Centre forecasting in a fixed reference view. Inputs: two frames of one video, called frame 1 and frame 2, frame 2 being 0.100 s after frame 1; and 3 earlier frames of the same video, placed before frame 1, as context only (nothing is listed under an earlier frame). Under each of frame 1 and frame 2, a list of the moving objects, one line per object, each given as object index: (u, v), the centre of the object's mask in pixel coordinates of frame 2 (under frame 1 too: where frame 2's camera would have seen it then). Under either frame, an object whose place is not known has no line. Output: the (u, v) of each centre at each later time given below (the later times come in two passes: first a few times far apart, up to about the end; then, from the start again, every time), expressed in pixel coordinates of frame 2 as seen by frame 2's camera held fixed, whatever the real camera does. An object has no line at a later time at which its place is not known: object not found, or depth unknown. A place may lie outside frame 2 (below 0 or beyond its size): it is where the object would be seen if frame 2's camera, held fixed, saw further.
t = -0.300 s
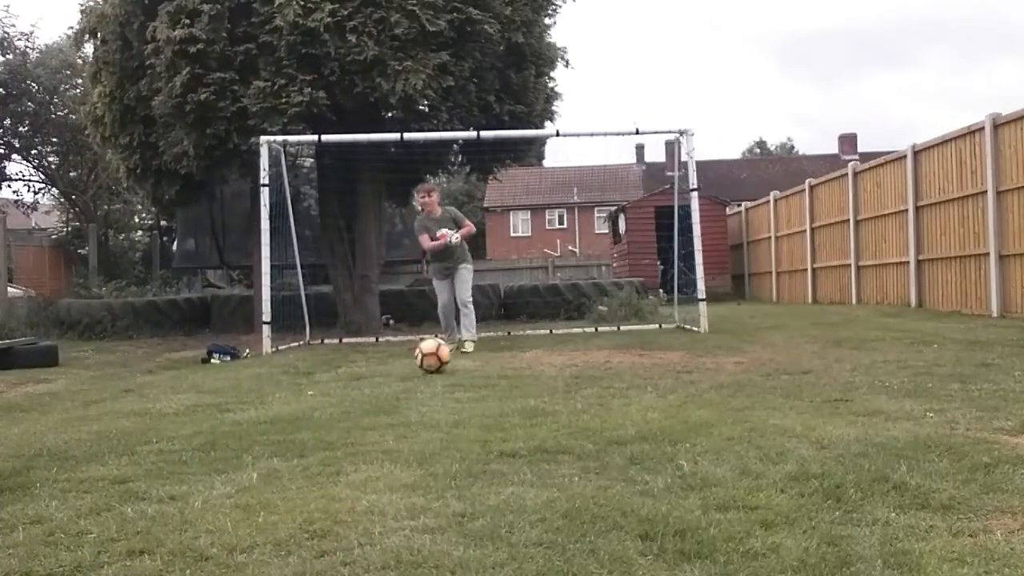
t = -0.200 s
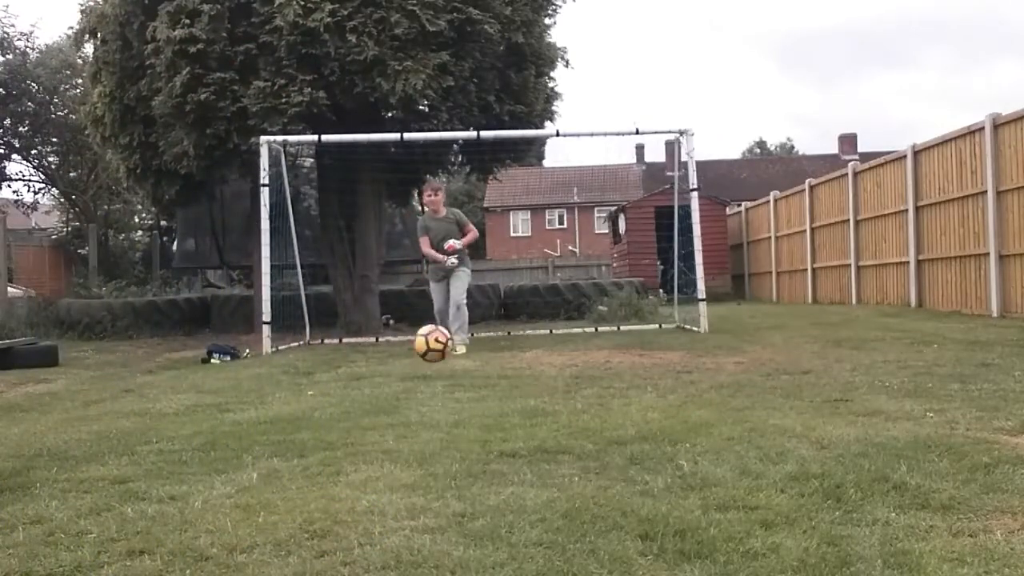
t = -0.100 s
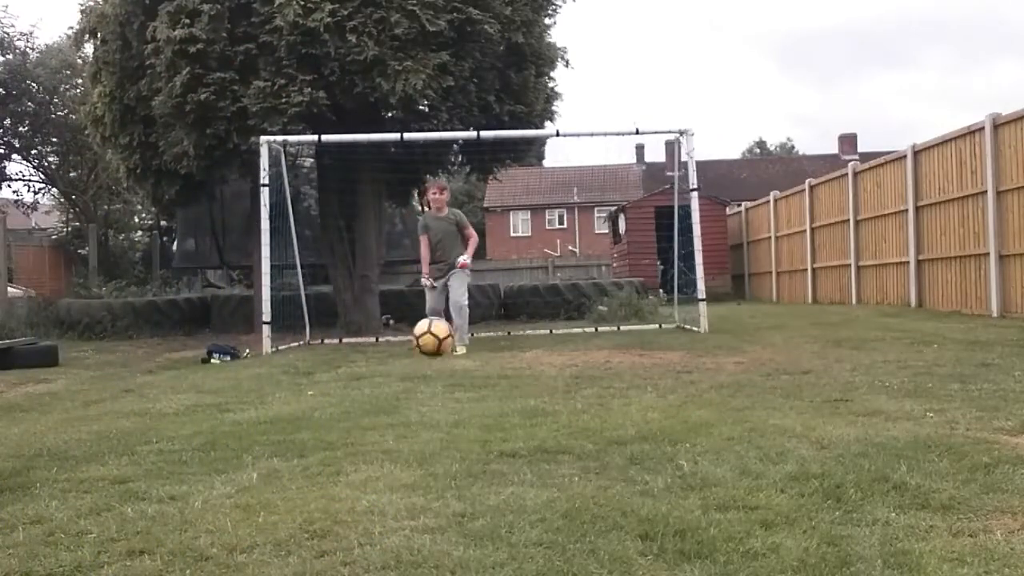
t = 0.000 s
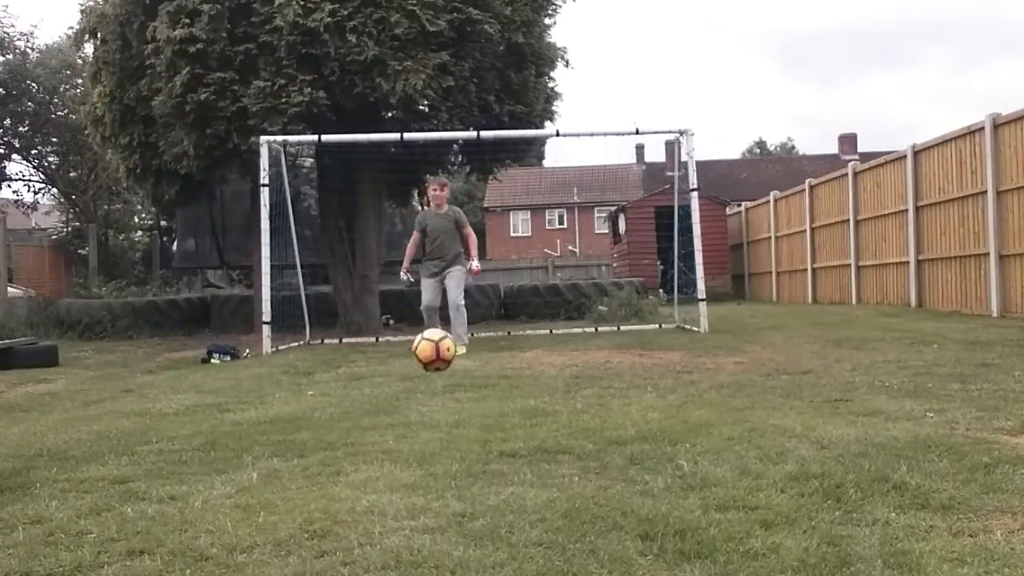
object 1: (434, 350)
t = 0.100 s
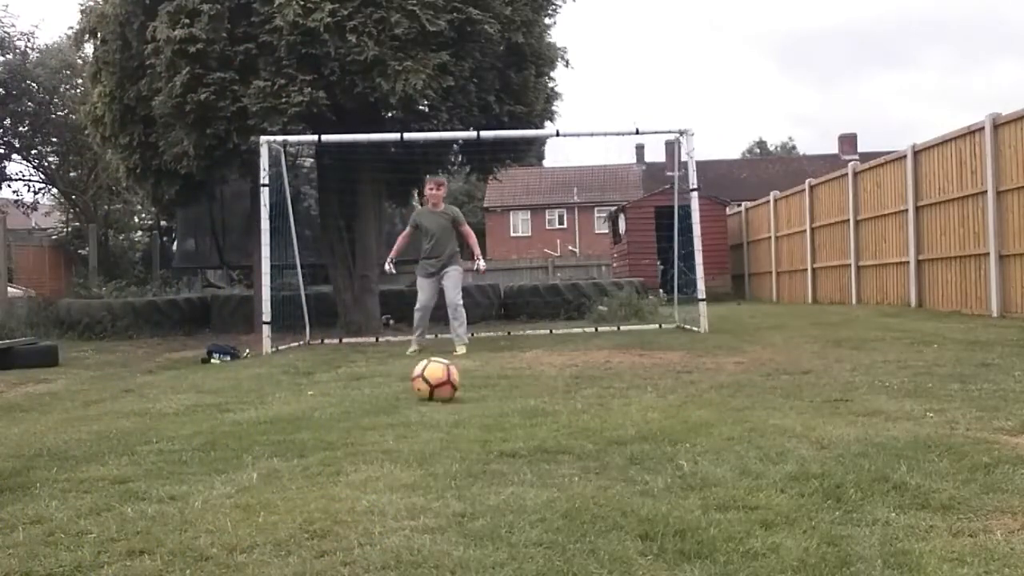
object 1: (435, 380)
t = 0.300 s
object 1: (425, 396)
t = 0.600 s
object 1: (399, 427)
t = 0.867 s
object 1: (349, 469)
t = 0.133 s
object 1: (434, 377)
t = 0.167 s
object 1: (432, 375)
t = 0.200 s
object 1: (430, 376)
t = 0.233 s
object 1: (428, 380)
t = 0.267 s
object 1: (426, 386)
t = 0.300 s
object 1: (425, 396)
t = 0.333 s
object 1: (422, 400)
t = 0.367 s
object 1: (420, 395)
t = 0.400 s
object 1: (417, 391)
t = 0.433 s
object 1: (415, 392)
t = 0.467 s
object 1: (412, 396)
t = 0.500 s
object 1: (409, 403)
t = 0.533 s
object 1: (407, 415)
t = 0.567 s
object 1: (402, 427)
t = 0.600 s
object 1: (399, 427)
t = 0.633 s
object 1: (394, 425)
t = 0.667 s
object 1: (390, 430)
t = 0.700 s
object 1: (384, 438)
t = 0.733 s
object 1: (379, 450)
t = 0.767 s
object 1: (373, 467)
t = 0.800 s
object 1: (366, 463)
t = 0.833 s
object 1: (357, 463)
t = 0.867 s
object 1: (349, 469)
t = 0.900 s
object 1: (339, 481)
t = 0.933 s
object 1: (328, 500)
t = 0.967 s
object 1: (316, 522)
